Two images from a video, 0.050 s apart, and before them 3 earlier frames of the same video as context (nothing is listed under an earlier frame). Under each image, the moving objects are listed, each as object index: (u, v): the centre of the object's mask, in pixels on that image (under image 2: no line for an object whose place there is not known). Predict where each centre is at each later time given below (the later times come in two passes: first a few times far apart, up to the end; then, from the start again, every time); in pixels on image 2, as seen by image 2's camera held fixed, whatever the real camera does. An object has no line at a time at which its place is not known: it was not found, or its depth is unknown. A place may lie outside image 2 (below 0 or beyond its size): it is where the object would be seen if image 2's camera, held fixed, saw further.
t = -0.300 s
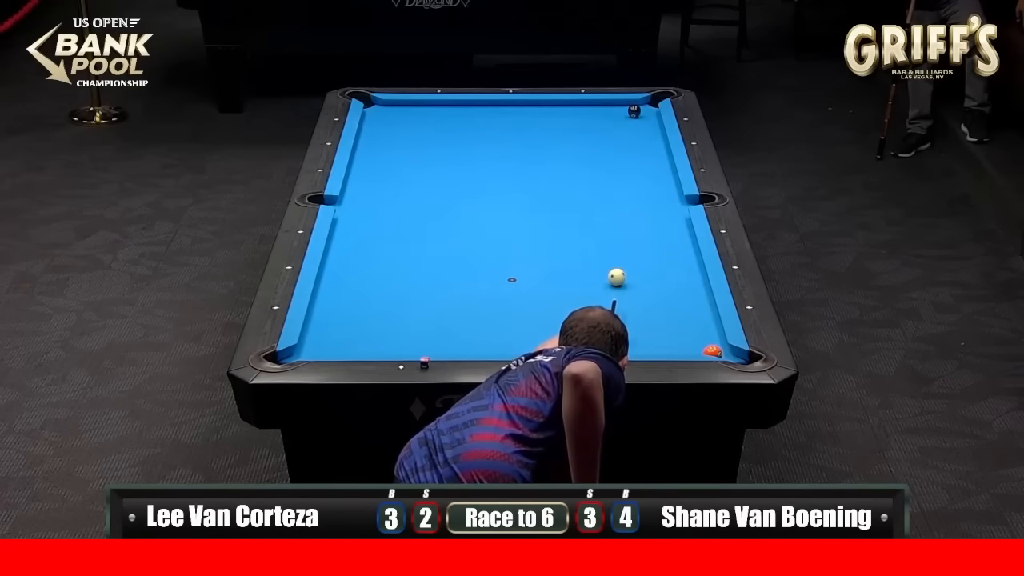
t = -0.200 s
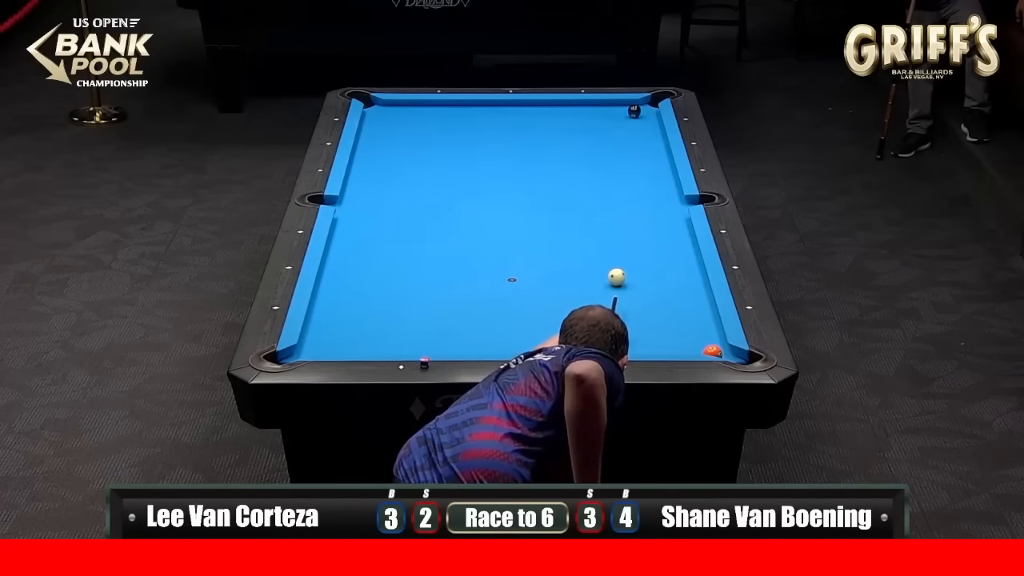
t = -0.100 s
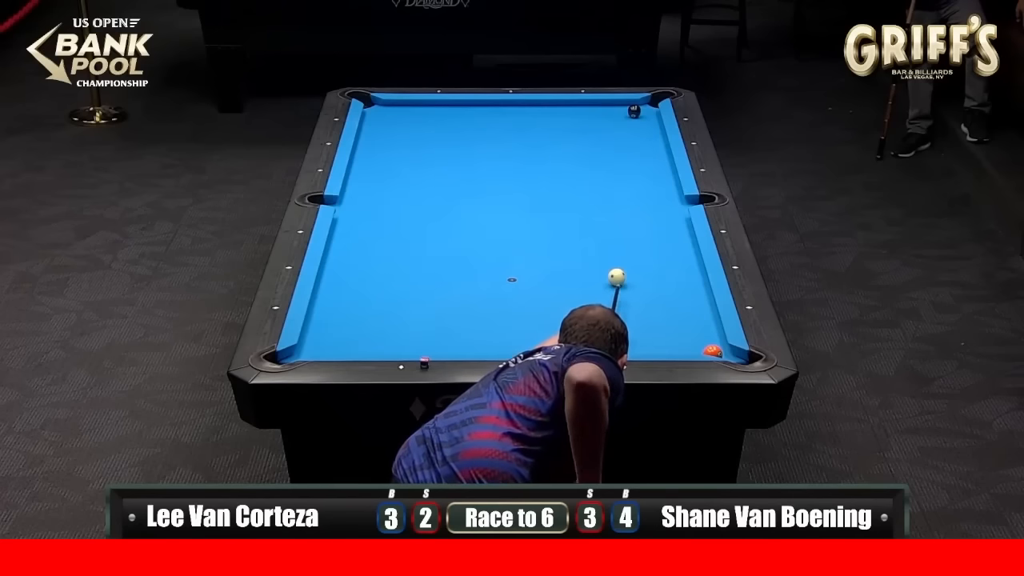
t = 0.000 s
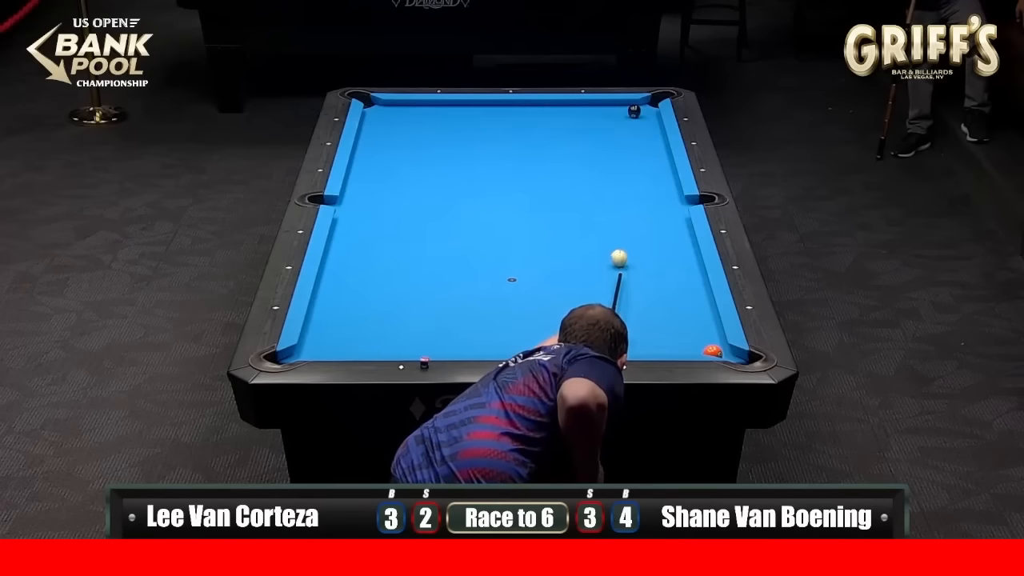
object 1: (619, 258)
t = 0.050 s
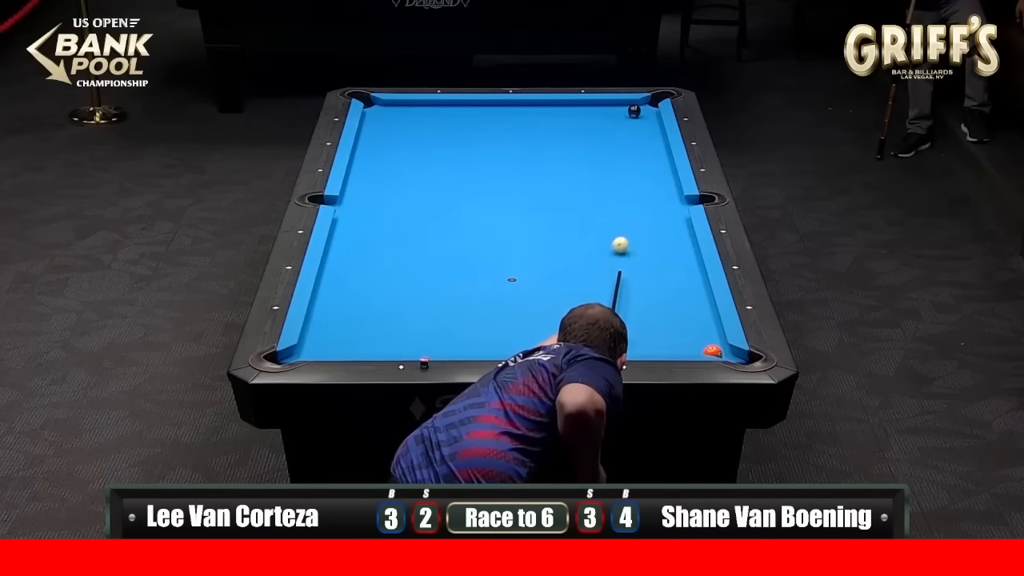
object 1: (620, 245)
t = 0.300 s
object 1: (627, 195)
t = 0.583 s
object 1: (634, 151)
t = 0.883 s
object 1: (646, 114)
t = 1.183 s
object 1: (623, 105)
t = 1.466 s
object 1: (603, 105)
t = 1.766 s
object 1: (588, 109)
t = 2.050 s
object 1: (574, 112)
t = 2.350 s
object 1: (562, 115)
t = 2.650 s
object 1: (550, 118)
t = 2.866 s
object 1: (542, 120)
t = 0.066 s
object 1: (621, 241)
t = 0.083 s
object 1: (621, 237)
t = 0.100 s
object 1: (621, 233)
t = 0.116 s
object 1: (622, 229)
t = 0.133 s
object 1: (622, 226)
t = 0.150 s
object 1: (623, 223)
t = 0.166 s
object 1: (623, 219)
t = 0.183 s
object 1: (624, 216)
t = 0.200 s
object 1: (624, 213)
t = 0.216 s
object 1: (625, 210)
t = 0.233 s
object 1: (625, 207)
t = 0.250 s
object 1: (626, 204)
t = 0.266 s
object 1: (626, 201)
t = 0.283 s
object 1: (627, 198)
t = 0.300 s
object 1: (627, 195)
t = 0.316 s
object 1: (628, 192)
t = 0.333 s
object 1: (628, 190)
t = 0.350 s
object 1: (629, 187)
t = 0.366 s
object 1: (629, 184)
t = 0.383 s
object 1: (629, 181)
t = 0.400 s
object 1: (629, 178)
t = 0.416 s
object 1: (630, 176)
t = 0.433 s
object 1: (631, 173)
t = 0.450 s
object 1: (631, 171)
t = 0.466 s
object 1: (631, 168)
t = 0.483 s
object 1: (632, 166)
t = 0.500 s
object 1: (632, 163)
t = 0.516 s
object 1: (633, 161)
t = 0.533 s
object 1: (633, 158)
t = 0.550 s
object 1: (633, 155)
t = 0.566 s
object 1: (634, 153)
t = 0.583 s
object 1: (634, 151)
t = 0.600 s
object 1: (635, 148)
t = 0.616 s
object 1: (635, 146)
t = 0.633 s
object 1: (636, 144)
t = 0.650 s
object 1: (636, 141)
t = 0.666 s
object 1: (636, 139)
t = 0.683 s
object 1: (637, 137)
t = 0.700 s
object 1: (637, 134)
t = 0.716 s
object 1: (637, 132)
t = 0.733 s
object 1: (638, 130)
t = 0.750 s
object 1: (638, 128)
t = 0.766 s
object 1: (639, 126)
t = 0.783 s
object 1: (639, 123)
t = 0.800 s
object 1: (639, 121)
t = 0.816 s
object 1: (640, 119)
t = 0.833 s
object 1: (640, 117)
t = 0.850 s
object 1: (640, 115)
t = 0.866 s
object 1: (643, 114)
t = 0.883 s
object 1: (646, 114)
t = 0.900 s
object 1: (650, 113)
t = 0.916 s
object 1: (653, 112)
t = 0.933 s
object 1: (652, 112)
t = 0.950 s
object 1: (649, 112)
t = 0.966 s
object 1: (647, 111)
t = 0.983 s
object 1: (644, 111)
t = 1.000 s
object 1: (642, 111)
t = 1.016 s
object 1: (640, 110)
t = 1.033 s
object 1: (638, 110)
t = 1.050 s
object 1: (636, 109)
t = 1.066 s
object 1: (634, 109)
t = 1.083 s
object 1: (633, 108)
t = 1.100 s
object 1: (631, 108)
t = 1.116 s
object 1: (629, 107)
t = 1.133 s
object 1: (628, 107)
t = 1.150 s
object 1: (626, 106)
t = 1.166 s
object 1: (624, 106)
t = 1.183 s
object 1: (623, 105)
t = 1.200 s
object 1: (621, 105)
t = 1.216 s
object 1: (619, 104)
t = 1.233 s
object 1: (617, 104)
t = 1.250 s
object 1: (616, 103)
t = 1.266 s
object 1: (614, 103)
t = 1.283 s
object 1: (612, 103)
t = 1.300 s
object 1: (611, 103)
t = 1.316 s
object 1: (610, 103)
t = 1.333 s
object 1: (610, 103)
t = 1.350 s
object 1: (609, 103)
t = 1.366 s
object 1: (608, 104)
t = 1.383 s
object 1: (607, 104)
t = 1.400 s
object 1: (606, 104)
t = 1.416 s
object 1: (605, 104)
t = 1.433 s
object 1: (605, 105)
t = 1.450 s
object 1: (604, 105)
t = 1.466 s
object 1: (603, 105)
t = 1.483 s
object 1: (602, 105)
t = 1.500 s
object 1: (601, 105)
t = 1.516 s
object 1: (600, 106)
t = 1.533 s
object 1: (599, 106)
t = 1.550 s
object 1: (598, 106)
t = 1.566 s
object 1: (598, 106)
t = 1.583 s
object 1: (597, 106)
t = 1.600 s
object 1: (596, 107)
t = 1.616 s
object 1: (595, 107)
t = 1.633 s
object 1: (594, 107)
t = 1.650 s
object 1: (594, 107)
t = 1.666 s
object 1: (593, 107)
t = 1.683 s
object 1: (592, 108)
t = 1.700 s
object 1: (591, 108)
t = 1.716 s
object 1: (590, 108)
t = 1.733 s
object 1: (589, 108)
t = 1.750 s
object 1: (588, 109)
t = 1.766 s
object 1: (588, 109)
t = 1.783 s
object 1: (587, 109)
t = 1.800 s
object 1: (586, 109)
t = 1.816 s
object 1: (585, 109)
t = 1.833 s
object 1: (585, 109)
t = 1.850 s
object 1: (584, 110)
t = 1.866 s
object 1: (583, 110)
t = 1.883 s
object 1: (582, 110)
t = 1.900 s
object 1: (581, 110)
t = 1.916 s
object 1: (581, 110)
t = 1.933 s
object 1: (580, 111)
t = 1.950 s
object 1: (579, 111)
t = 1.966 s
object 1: (578, 111)
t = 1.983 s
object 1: (578, 111)
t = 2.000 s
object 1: (577, 112)
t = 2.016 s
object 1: (576, 112)
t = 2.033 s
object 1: (575, 112)
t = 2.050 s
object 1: (574, 112)
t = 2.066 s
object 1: (574, 112)
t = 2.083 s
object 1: (573, 112)
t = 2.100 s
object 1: (572, 113)
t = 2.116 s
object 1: (571, 113)
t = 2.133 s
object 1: (571, 113)
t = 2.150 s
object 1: (570, 113)
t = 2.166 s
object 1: (569, 113)
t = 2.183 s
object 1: (569, 114)
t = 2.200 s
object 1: (568, 114)
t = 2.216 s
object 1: (567, 114)
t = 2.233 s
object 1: (566, 114)
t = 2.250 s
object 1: (566, 114)
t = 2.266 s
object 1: (565, 114)
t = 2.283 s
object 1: (564, 115)
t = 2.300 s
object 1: (564, 115)
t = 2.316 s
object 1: (563, 115)
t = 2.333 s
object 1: (562, 115)
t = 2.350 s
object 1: (562, 115)
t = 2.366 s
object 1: (561, 115)
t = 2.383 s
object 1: (560, 116)
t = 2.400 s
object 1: (560, 116)
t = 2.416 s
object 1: (559, 116)
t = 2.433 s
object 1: (558, 116)
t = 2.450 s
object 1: (557, 116)
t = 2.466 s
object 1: (557, 116)
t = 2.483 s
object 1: (556, 117)
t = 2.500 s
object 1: (556, 117)
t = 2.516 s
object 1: (555, 117)
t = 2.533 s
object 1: (554, 117)
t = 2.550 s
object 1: (553, 117)
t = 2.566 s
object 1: (553, 118)
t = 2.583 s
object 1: (552, 118)
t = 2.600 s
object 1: (552, 118)
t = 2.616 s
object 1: (551, 118)
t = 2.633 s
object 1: (550, 118)
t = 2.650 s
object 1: (550, 118)
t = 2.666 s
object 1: (549, 118)
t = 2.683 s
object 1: (548, 119)
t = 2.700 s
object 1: (548, 119)
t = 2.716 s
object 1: (547, 119)
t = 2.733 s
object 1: (547, 119)
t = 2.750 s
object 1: (546, 119)
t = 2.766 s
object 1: (545, 119)
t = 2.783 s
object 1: (545, 119)
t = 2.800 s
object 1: (544, 120)
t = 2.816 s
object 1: (544, 120)
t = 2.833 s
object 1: (543, 120)
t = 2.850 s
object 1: (543, 120)
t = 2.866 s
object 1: (542, 120)
